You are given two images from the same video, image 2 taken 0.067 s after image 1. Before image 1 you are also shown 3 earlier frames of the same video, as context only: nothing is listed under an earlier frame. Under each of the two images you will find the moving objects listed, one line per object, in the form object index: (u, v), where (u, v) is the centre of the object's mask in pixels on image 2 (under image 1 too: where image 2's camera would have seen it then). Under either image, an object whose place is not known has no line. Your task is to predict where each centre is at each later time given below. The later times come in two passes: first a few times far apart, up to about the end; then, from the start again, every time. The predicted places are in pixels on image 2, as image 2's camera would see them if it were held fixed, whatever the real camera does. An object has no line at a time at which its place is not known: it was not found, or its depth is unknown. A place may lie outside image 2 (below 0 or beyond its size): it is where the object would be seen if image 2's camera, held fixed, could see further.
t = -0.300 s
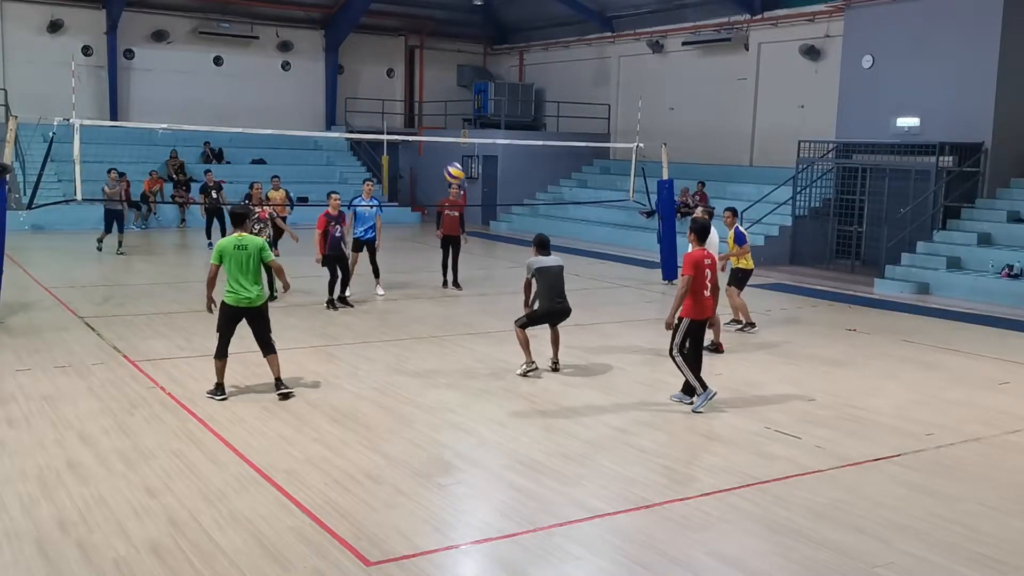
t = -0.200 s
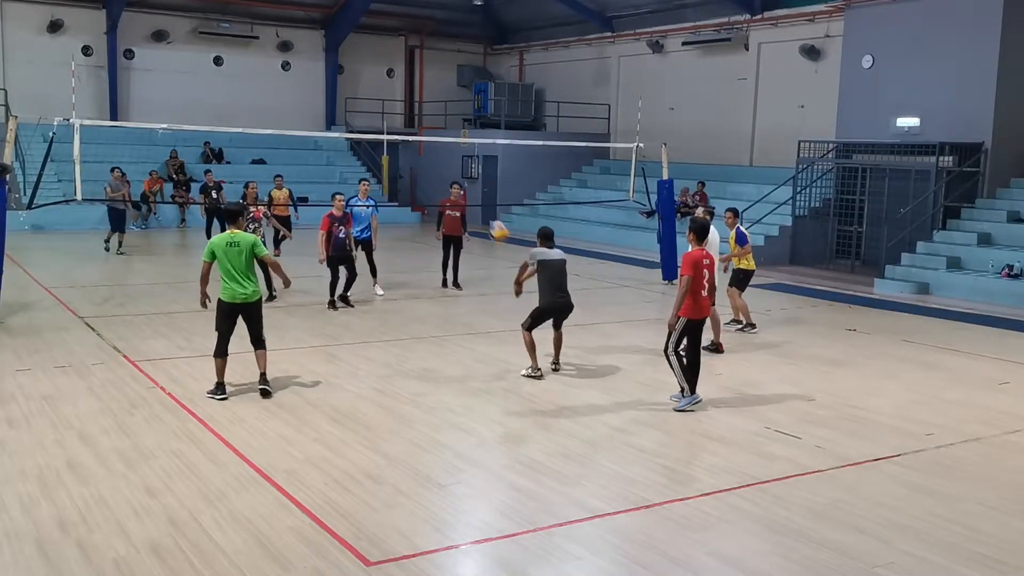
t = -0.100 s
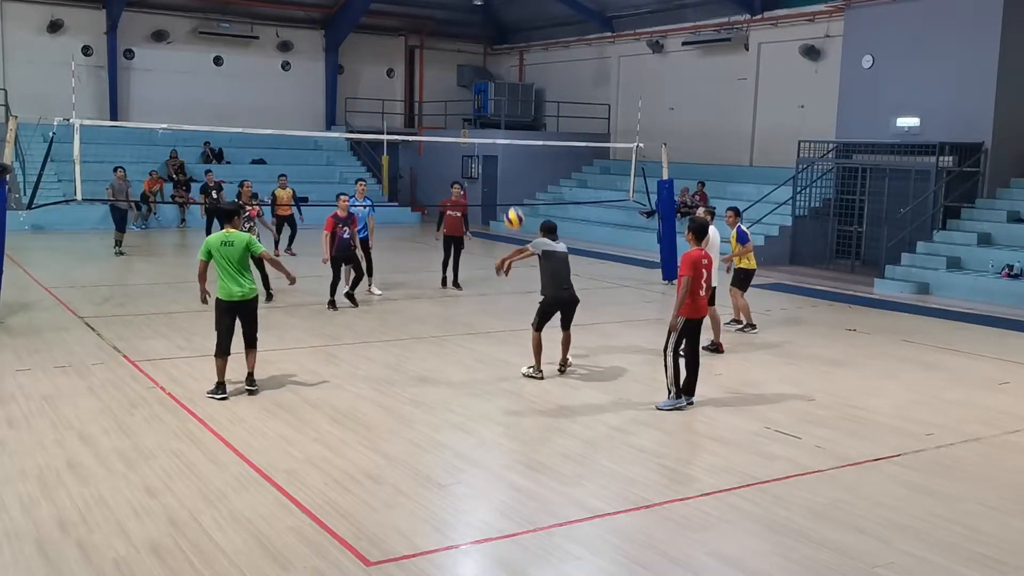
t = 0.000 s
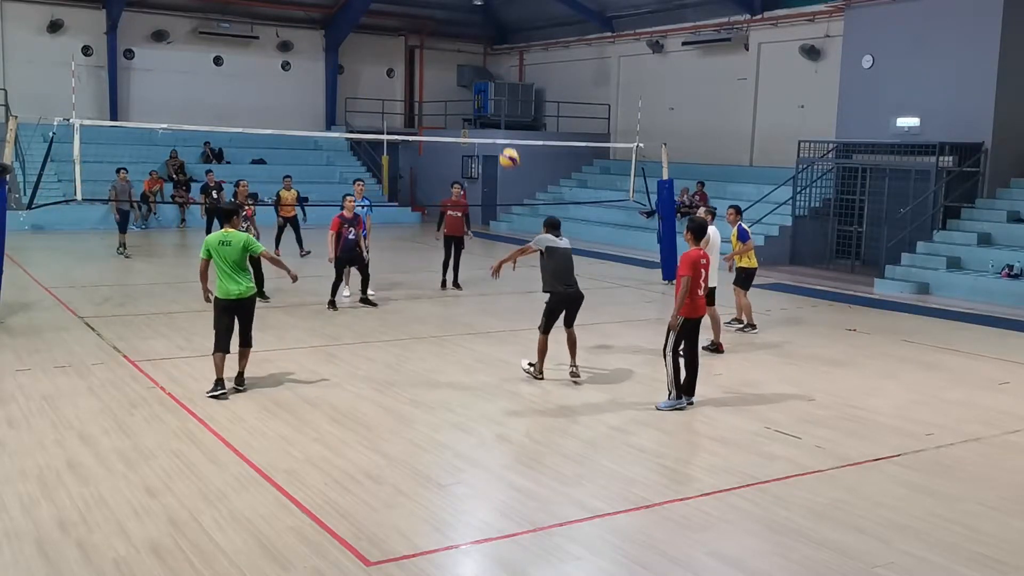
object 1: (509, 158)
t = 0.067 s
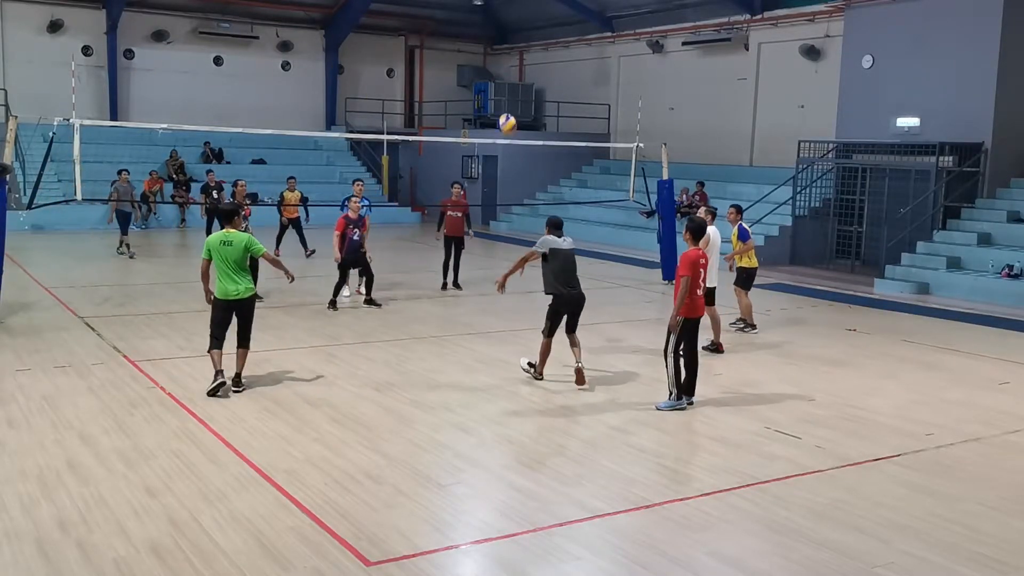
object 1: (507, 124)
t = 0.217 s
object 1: (500, 66)
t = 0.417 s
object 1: (491, 24)
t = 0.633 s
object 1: (483, 18)
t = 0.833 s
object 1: (475, 46)
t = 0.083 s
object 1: (507, 118)
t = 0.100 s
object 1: (505, 110)
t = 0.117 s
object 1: (504, 103)
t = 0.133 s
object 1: (504, 97)
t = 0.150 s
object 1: (503, 90)
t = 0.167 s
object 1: (502, 84)
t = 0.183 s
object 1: (501, 78)
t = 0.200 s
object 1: (500, 72)
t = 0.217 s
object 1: (500, 66)
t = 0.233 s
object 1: (499, 61)
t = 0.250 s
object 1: (498, 56)
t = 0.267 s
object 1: (497, 51)
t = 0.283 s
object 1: (497, 47)
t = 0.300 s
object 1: (496, 44)
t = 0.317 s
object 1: (496, 40)
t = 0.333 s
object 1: (495, 37)
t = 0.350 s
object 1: (494, 34)
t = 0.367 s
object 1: (493, 31)
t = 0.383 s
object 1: (493, 28)
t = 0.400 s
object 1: (492, 26)
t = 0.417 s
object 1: (491, 24)
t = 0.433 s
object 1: (491, 22)
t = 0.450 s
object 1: (490, 20)
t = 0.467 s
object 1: (489, 18)
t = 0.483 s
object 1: (489, 17)
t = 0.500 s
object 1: (488, 16)
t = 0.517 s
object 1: (487, 16)
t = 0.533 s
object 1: (487, 15)
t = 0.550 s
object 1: (486, 15)
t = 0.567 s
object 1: (486, 15)
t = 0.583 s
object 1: (485, 15)
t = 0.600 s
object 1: (484, 16)
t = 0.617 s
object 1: (483, 17)
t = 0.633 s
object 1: (483, 18)
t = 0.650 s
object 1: (482, 19)
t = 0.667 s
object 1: (481, 20)
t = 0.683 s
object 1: (480, 22)
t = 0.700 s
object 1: (479, 23)
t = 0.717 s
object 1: (479, 26)
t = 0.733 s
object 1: (479, 28)
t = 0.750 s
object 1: (478, 31)
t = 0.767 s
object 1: (477, 33)
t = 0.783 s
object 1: (476, 35)
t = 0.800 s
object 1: (476, 39)
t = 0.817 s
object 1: (476, 42)
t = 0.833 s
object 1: (475, 46)
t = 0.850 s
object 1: (474, 50)
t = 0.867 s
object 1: (474, 54)
